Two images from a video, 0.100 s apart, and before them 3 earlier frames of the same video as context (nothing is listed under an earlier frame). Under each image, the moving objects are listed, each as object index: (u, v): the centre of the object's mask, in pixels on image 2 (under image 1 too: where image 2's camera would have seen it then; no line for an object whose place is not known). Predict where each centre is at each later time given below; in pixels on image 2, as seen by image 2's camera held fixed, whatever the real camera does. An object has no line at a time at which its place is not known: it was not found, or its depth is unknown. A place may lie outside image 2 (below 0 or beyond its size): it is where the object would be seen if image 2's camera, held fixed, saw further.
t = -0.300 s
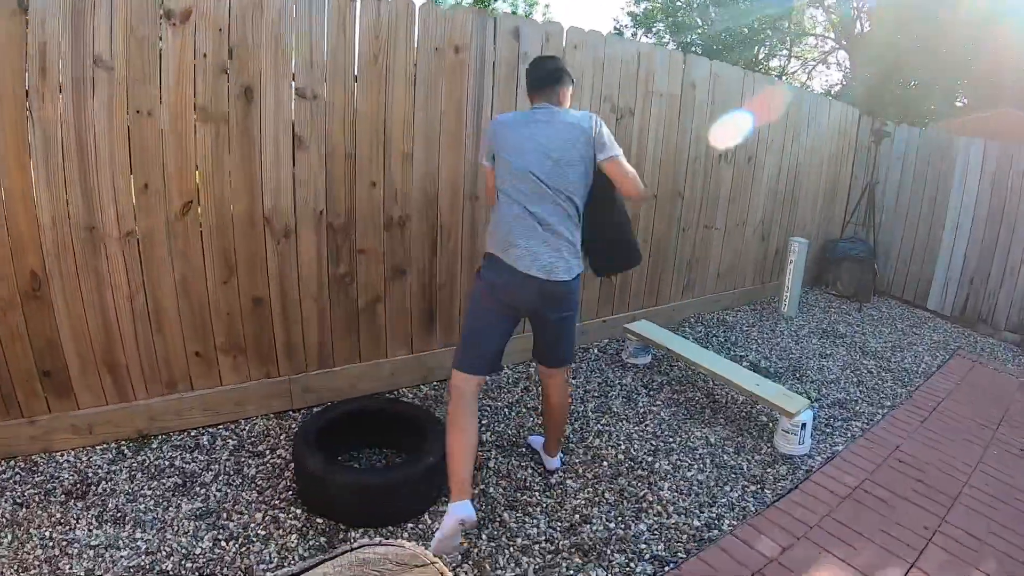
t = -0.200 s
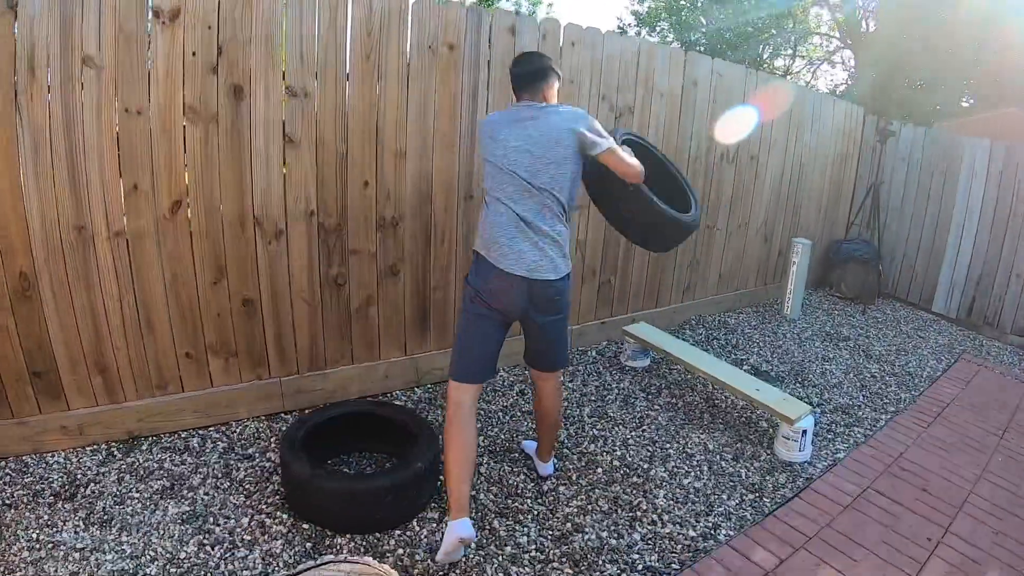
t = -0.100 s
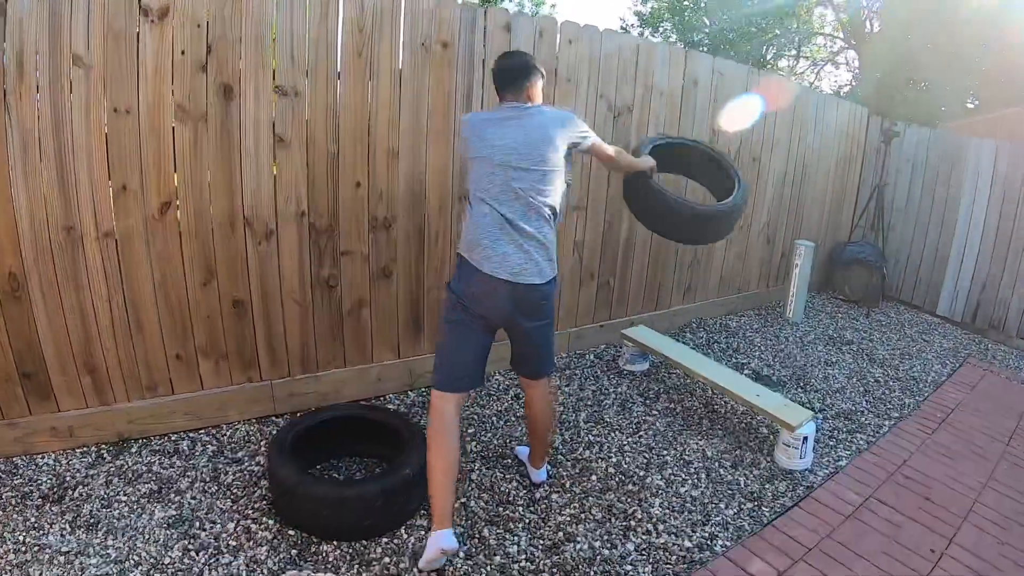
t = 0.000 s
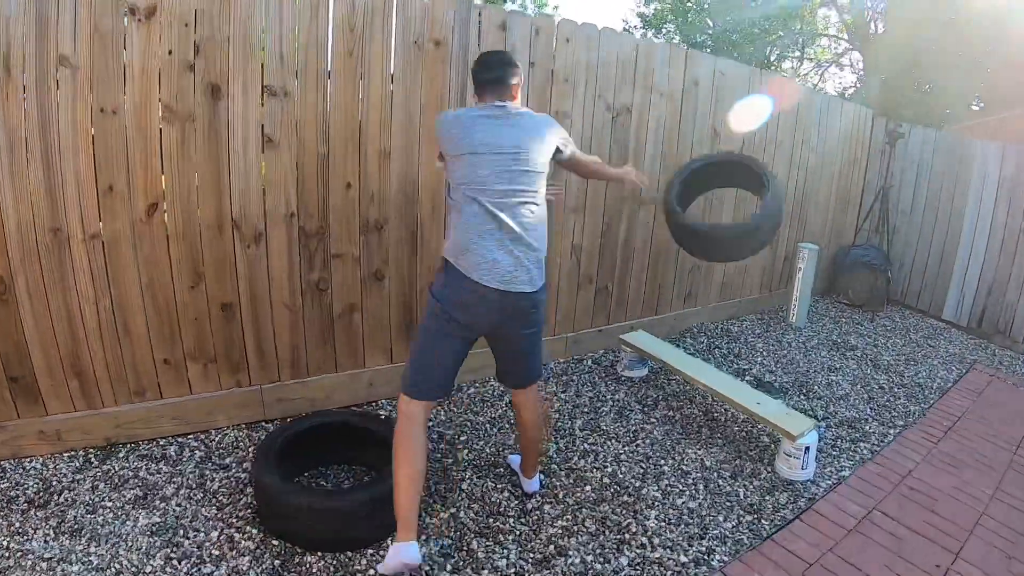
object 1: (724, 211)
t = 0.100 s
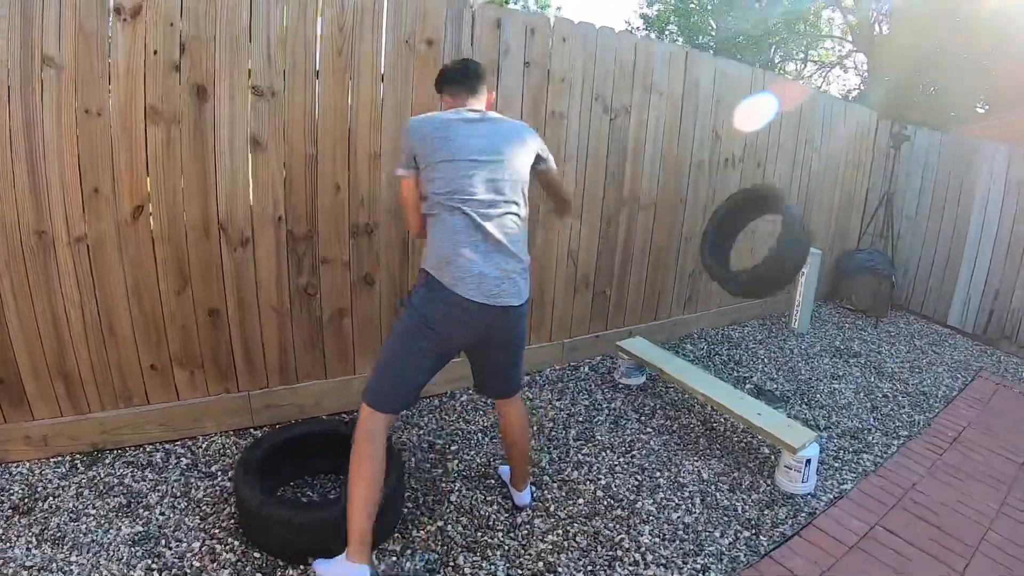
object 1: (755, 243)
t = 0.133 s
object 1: (764, 256)
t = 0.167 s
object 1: (772, 271)
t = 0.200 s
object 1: (779, 286)
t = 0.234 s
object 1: (785, 303)
